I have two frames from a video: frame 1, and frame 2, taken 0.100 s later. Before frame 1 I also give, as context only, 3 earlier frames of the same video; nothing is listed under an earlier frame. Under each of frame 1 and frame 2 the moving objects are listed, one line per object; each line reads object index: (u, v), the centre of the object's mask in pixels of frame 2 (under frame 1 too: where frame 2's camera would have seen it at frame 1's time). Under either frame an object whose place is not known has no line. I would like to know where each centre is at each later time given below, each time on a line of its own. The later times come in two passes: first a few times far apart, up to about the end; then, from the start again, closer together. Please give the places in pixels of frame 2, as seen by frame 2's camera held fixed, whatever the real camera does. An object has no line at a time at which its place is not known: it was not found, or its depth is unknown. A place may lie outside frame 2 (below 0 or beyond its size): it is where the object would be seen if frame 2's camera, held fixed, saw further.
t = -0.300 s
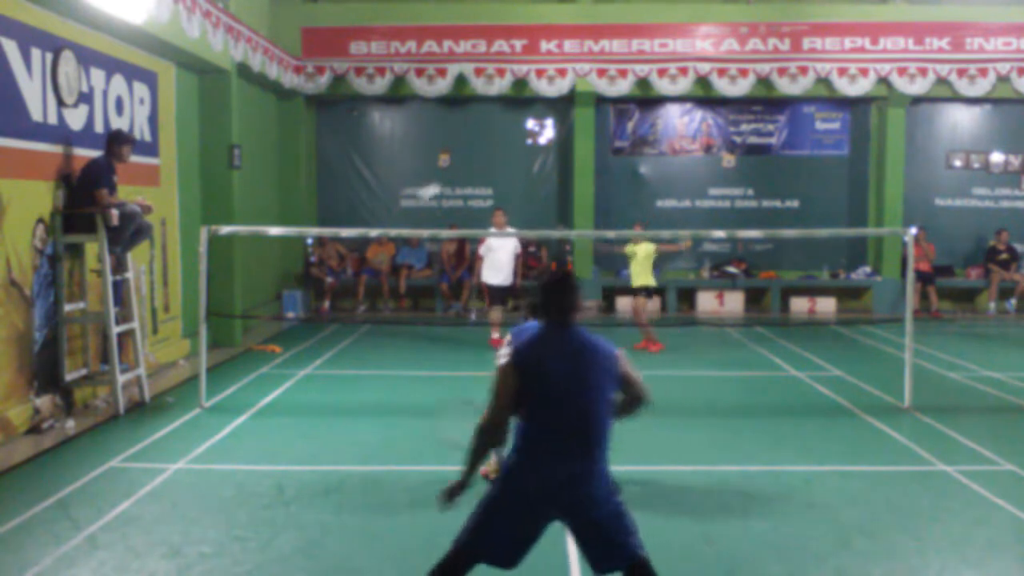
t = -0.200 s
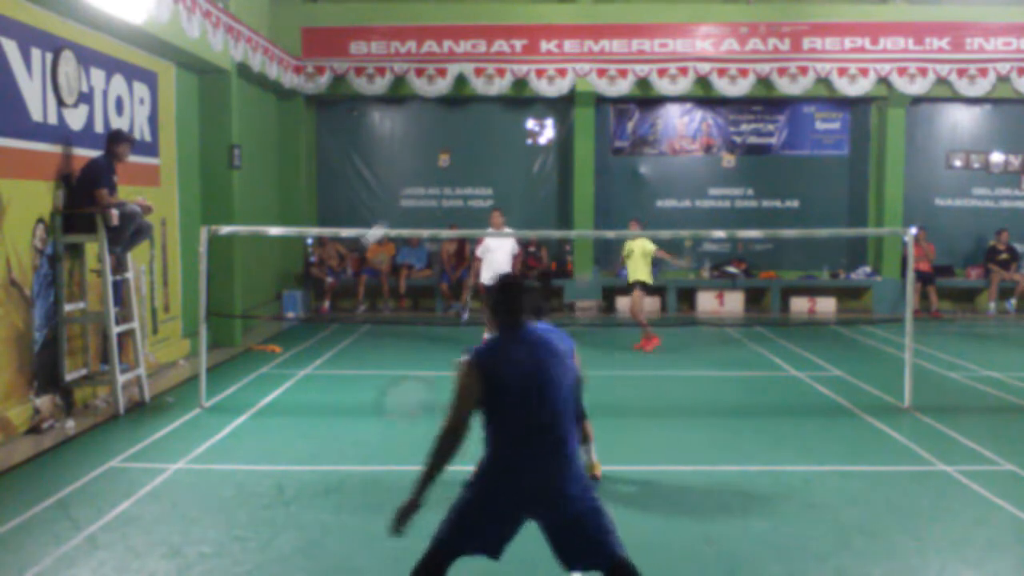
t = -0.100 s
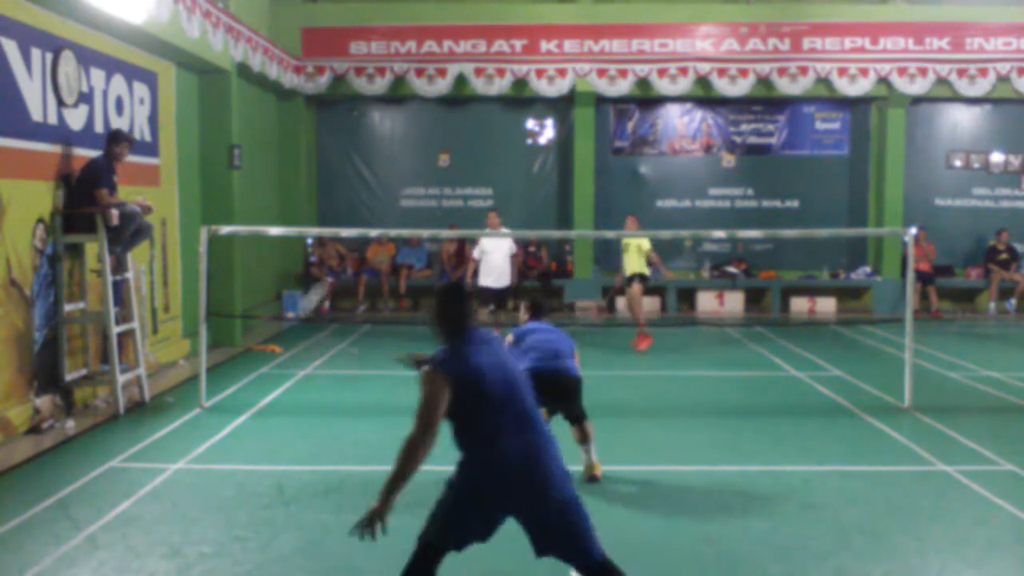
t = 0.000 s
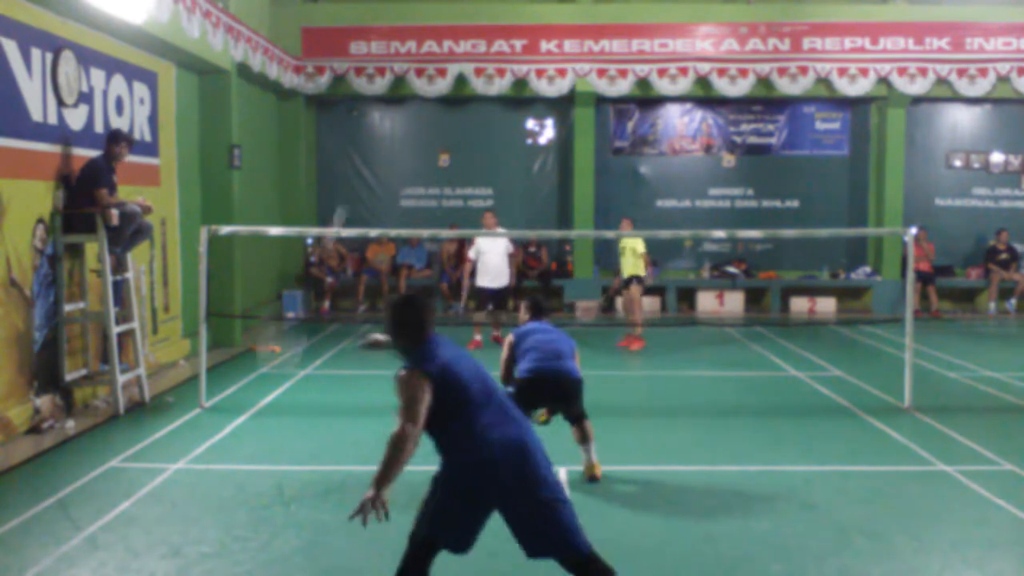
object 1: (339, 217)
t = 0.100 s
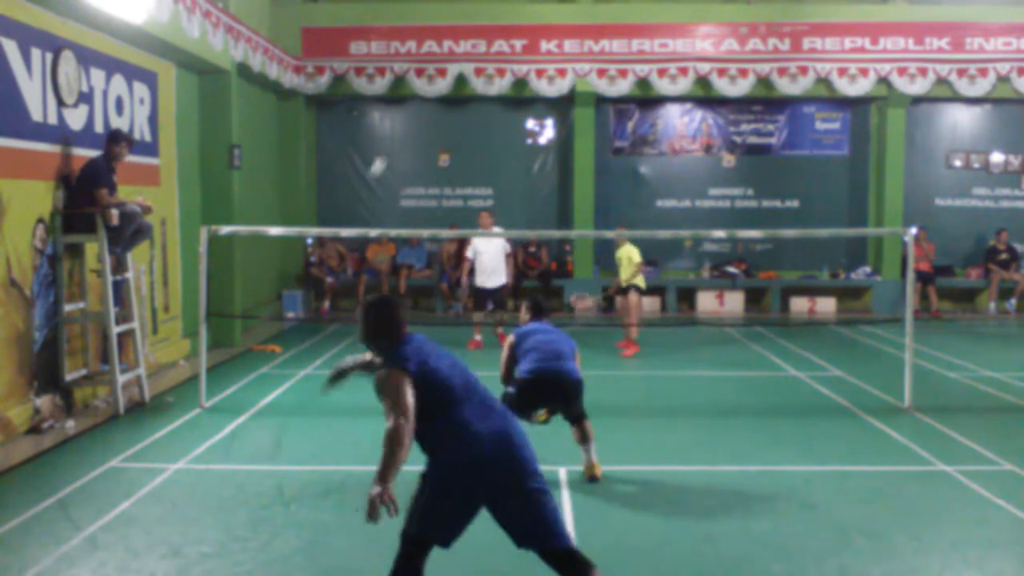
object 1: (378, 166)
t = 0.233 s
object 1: (408, 138)
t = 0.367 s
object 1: (427, 141)
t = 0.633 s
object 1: (453, 189)
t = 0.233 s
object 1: (408, 138)
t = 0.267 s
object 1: (414, 137)
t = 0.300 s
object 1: (419, 138)
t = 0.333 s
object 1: (423, 139)
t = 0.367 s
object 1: (427, 141)
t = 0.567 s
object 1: (448, 172)
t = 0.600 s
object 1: (450, 179)
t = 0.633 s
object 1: (453, 189)
